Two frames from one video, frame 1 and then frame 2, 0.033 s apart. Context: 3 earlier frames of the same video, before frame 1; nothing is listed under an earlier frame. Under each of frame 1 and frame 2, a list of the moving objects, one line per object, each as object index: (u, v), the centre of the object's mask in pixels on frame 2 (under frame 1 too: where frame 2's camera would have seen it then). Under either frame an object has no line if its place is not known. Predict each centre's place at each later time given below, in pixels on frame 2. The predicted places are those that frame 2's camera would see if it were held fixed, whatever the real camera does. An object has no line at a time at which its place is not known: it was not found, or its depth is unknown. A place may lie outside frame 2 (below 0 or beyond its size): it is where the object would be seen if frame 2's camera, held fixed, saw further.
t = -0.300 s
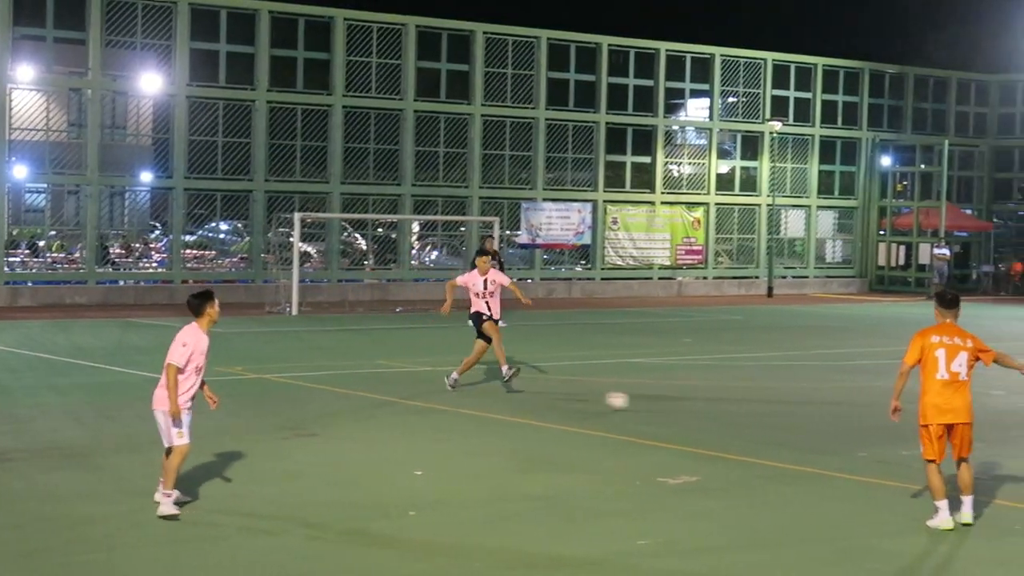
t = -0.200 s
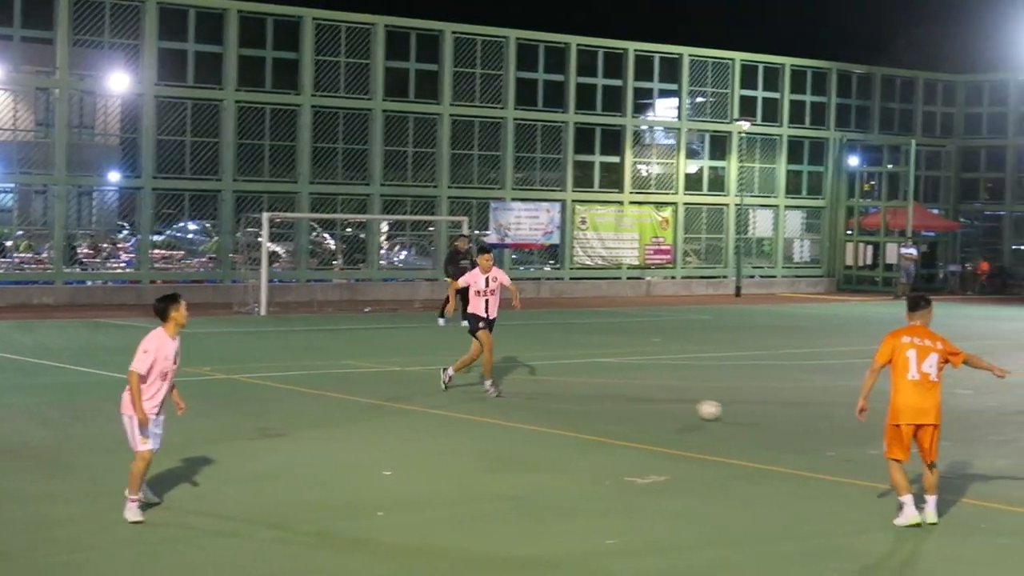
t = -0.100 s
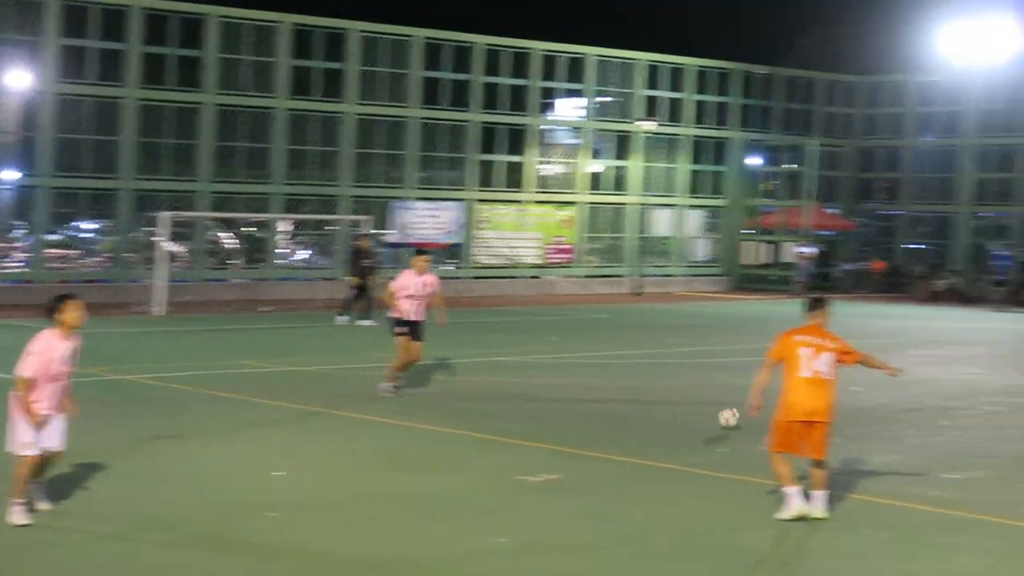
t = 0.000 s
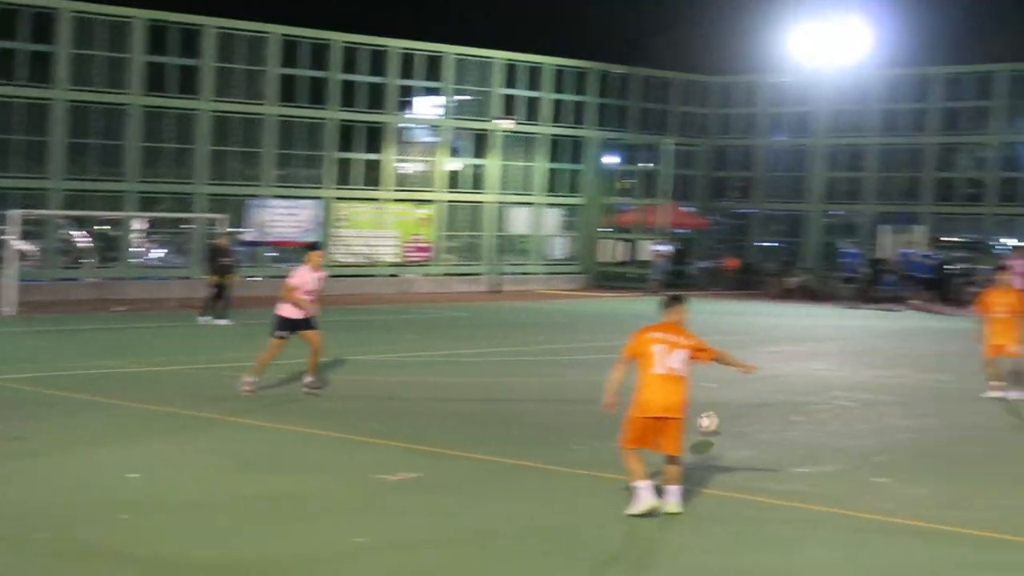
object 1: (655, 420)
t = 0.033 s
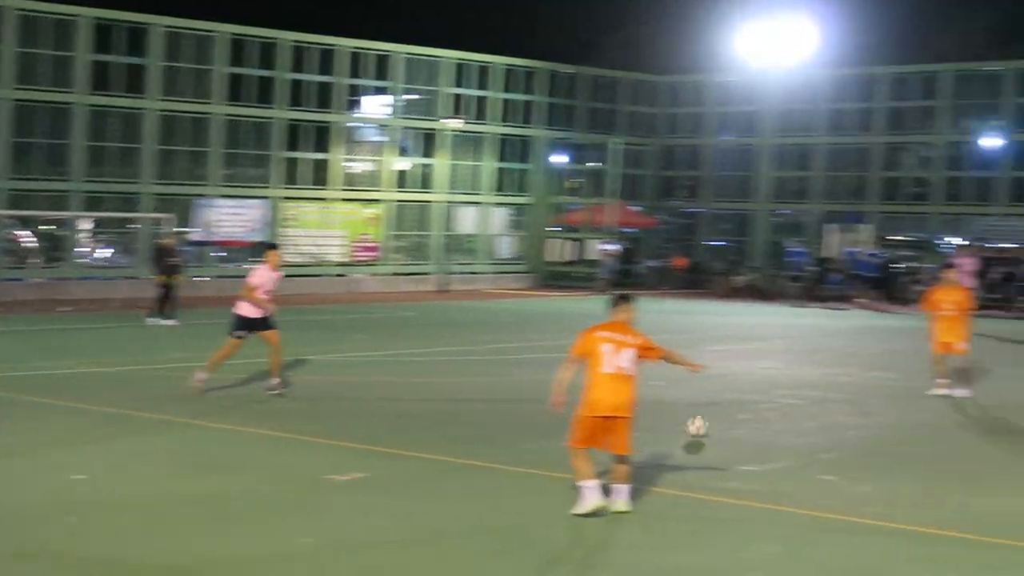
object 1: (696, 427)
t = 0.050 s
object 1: (718, 429)
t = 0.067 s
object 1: (738, 430)
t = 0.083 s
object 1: (757, 430)
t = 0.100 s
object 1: (777, 432)
